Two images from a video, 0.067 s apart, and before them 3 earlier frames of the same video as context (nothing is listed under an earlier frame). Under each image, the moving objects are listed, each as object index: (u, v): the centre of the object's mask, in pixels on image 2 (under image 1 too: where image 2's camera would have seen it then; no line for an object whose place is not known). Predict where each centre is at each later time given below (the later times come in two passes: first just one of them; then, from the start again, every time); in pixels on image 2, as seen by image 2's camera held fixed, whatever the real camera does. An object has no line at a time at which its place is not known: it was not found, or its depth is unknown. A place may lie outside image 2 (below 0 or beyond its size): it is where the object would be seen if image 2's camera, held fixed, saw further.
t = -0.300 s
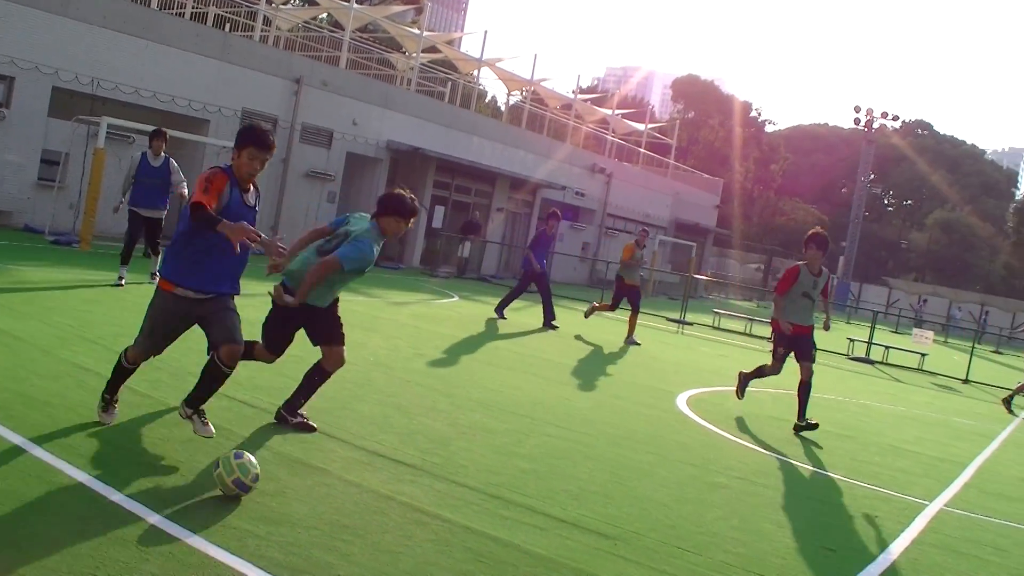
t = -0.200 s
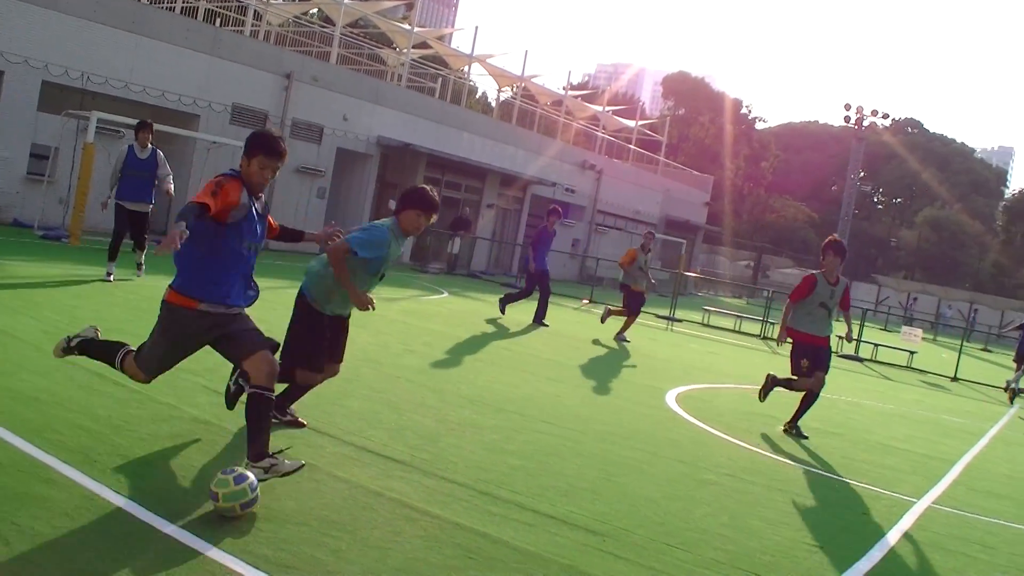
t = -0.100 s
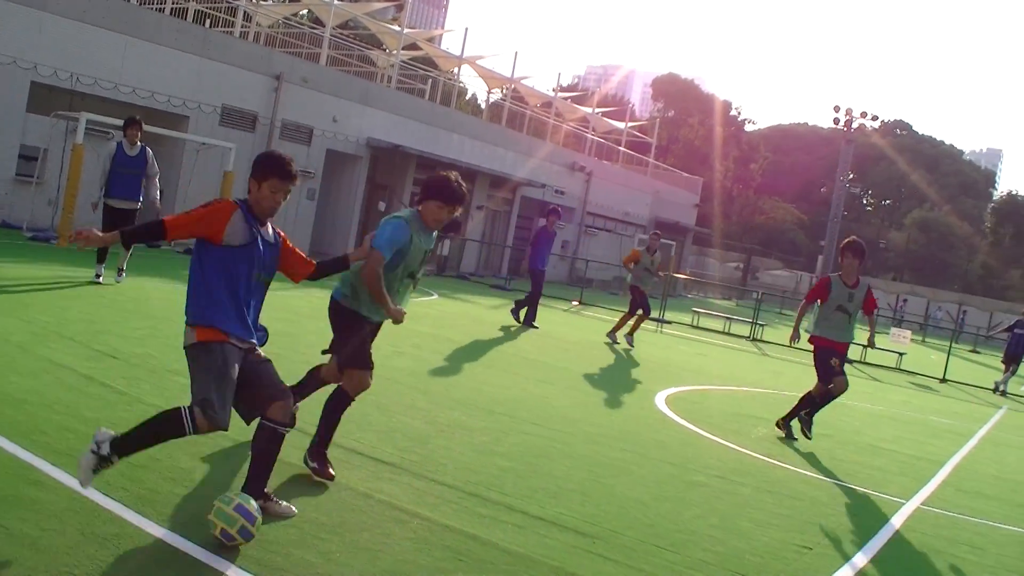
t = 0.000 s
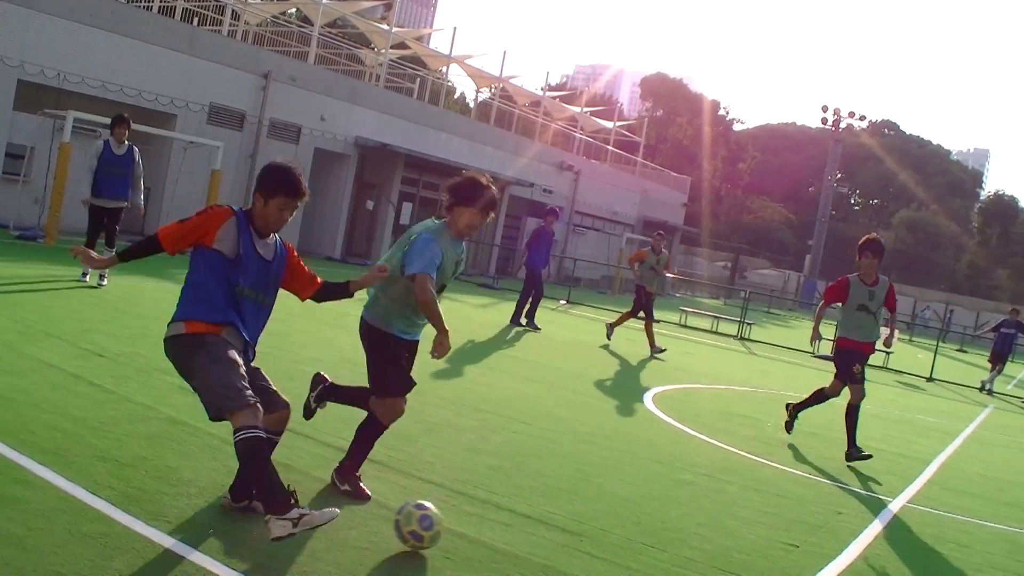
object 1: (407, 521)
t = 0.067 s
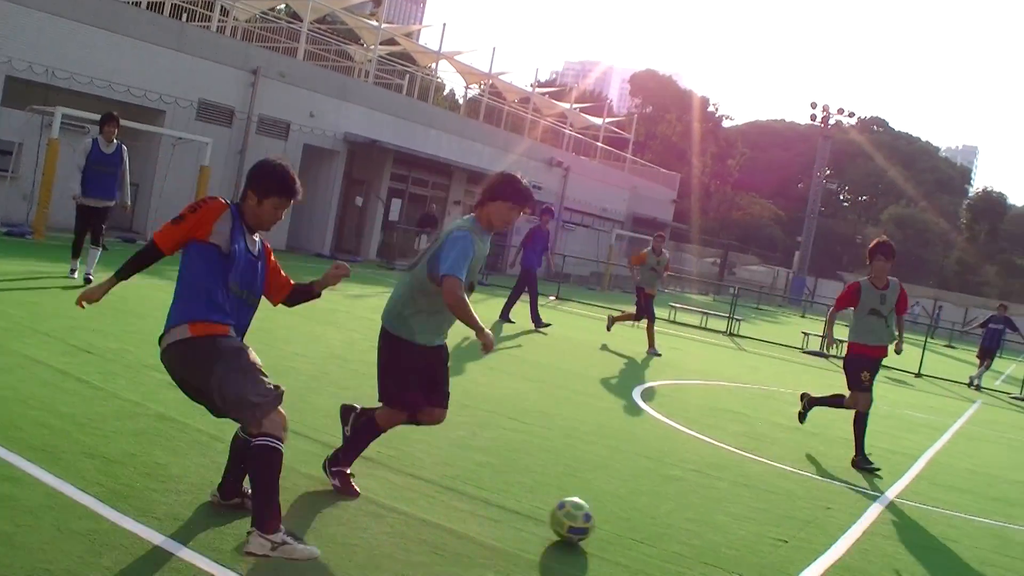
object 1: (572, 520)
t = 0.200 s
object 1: (805, 512)
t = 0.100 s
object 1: (640, 517)
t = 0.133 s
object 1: (701, 513)
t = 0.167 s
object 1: (756, 512)
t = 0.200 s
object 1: (805, 512)
